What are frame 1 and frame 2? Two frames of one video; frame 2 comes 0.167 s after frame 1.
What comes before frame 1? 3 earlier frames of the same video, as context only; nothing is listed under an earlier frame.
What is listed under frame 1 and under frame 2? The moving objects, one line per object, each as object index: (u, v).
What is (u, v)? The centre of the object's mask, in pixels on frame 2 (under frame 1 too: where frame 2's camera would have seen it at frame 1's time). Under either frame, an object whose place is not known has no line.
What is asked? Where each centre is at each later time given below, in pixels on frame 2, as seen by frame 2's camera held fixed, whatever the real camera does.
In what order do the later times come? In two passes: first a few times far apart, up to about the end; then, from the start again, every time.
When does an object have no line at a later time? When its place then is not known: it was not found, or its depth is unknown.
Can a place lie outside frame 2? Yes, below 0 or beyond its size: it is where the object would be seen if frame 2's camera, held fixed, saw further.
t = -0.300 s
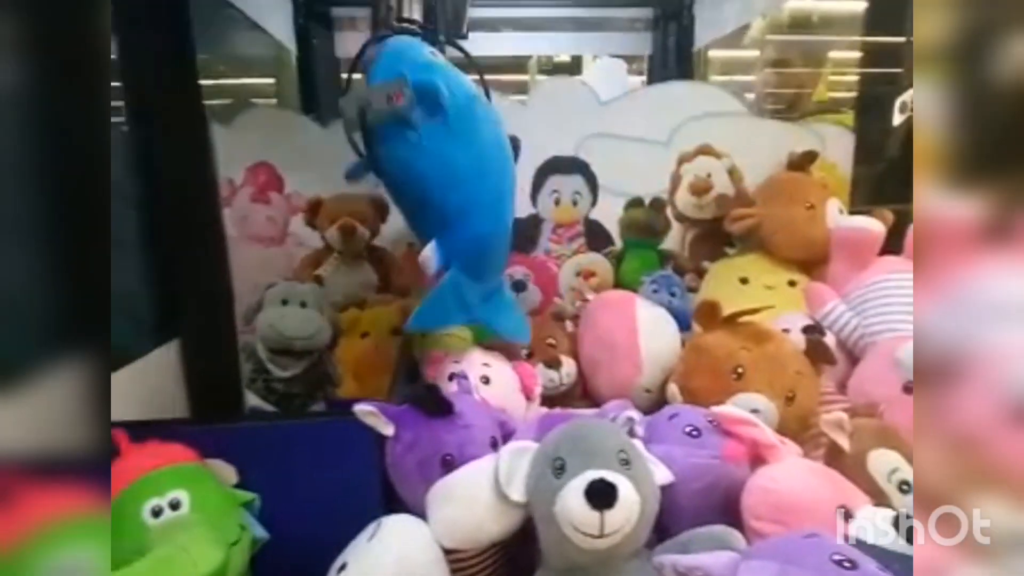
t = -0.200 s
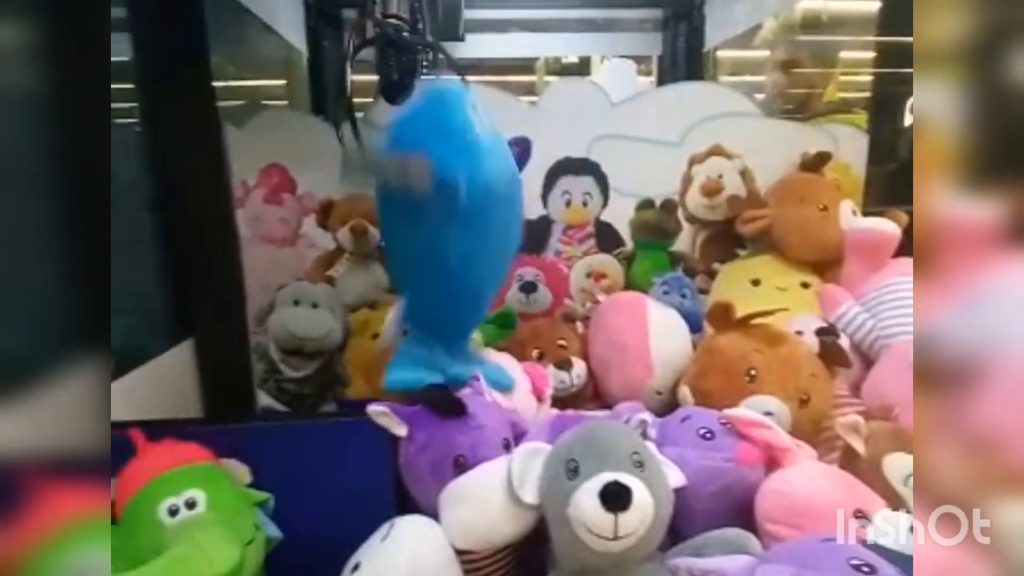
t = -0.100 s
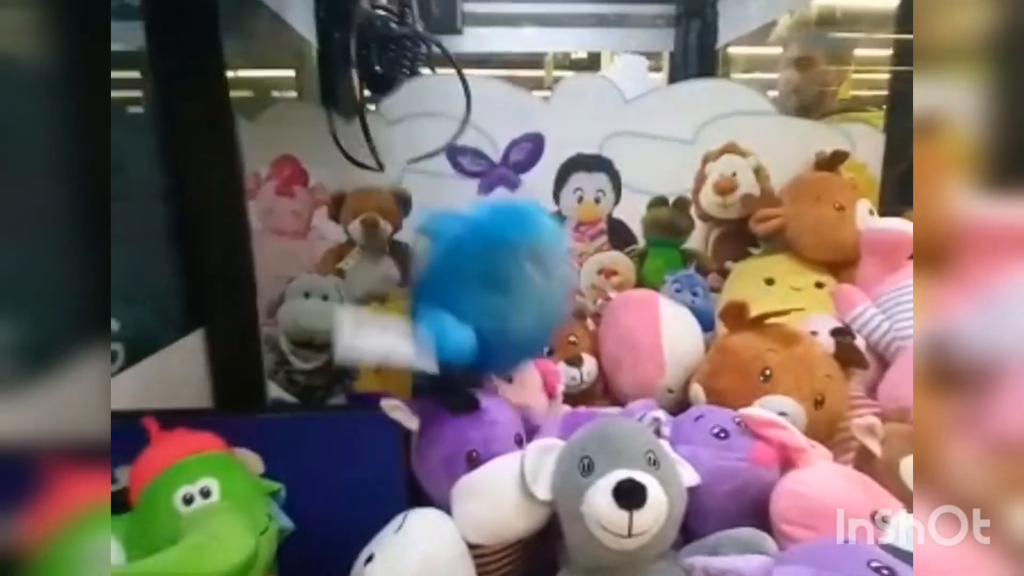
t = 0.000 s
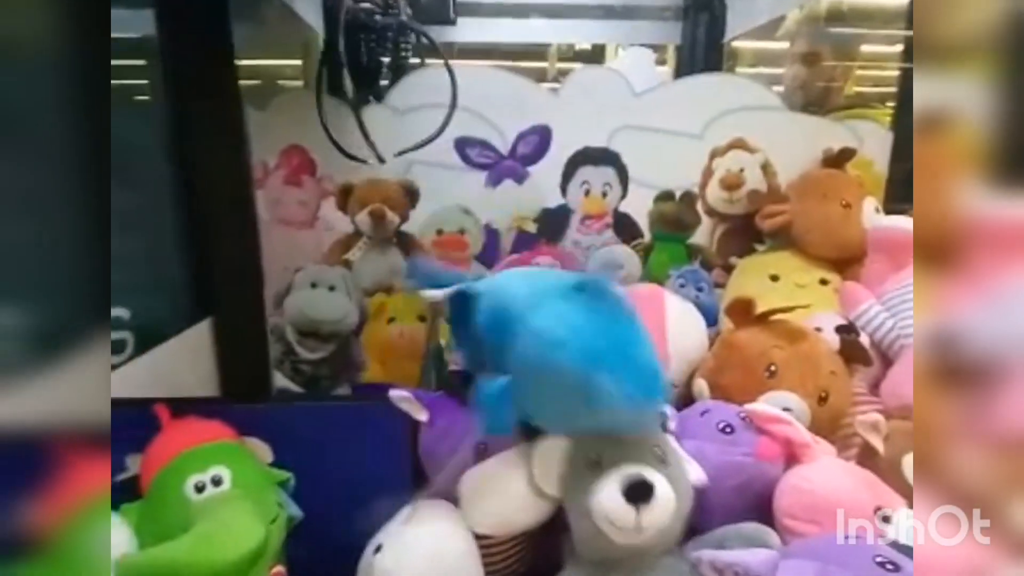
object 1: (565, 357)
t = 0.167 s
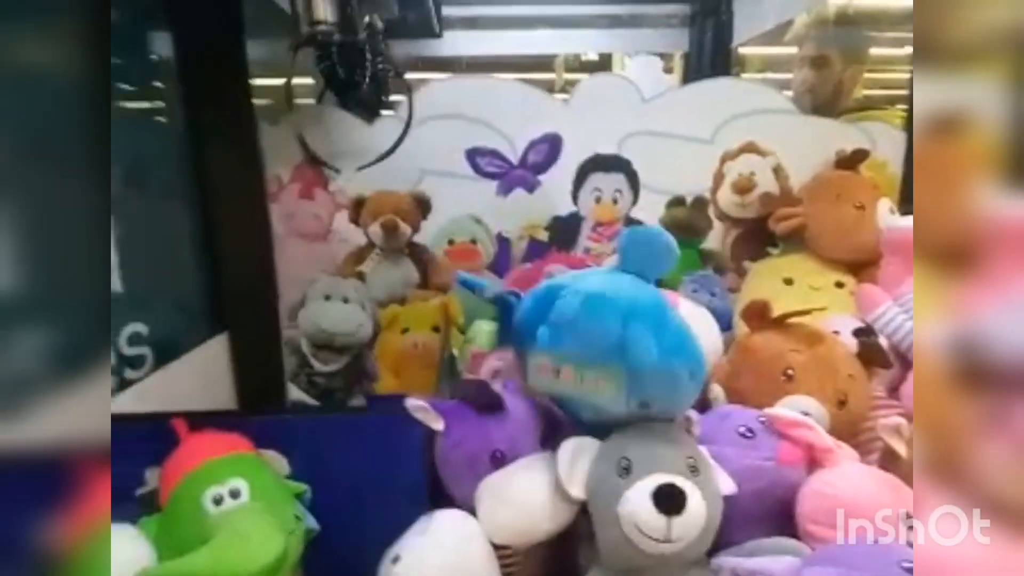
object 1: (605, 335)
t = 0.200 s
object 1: (604, 336)
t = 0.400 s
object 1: (593, 340)
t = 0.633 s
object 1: (587, 338)
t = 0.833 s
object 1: (566, 346)
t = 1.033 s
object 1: (569, 346)
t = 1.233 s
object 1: (568, 346)
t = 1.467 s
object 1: (569, 346)
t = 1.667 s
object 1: (569, 346)
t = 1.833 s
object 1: (569, 346)
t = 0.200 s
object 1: (604, 336)
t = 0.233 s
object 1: (602, 334)
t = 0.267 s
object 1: (600, 335)
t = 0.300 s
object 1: (604, 333)
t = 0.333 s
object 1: (606, 334)
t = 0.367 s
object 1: (606, 334)
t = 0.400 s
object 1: (593, 340)
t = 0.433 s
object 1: (593, 341)
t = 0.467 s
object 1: (592, 341)
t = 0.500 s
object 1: (591, 342)
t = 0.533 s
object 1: (590, 342)
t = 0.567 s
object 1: (595, 336)
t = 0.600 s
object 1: (591, 336)
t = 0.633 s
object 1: (587, 338)
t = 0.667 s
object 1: (584, 340)
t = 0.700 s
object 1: (582, 342)
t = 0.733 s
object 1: (575, 343)
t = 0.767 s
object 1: (569, 346)
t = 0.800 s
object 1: (566, 347)
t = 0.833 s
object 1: (566, 346)
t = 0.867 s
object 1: (568, 346)
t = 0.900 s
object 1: (569, 346)
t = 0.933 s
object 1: (570, 346)
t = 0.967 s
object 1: (569, 345)
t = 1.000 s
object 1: (569, 346)
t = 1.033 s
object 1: (569, 346)
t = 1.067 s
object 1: (569, 346)
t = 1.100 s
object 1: (569, 346)
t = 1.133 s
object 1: (569, 346)
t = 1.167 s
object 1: (569, 346)
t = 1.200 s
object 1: (568, 345)
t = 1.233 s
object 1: (568, 346)
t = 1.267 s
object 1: (569, 346)
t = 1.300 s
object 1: (569, 346)
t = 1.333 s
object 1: (569, 346)
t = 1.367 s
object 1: (569, 346)
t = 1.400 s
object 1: (569, 346)
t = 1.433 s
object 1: (569, 346)
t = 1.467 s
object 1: (569, 346)
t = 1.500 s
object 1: (569, 345)
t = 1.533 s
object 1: (569, 346)
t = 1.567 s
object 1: (569, 346)
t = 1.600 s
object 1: (569, 346)
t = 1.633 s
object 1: (569, 346)
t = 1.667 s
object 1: (569, 346)
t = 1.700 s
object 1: (569, 345)
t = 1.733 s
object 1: (569, 345)
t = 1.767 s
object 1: (569, 345)
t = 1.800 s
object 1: (569, 346)
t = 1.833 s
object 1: (569, 346)
